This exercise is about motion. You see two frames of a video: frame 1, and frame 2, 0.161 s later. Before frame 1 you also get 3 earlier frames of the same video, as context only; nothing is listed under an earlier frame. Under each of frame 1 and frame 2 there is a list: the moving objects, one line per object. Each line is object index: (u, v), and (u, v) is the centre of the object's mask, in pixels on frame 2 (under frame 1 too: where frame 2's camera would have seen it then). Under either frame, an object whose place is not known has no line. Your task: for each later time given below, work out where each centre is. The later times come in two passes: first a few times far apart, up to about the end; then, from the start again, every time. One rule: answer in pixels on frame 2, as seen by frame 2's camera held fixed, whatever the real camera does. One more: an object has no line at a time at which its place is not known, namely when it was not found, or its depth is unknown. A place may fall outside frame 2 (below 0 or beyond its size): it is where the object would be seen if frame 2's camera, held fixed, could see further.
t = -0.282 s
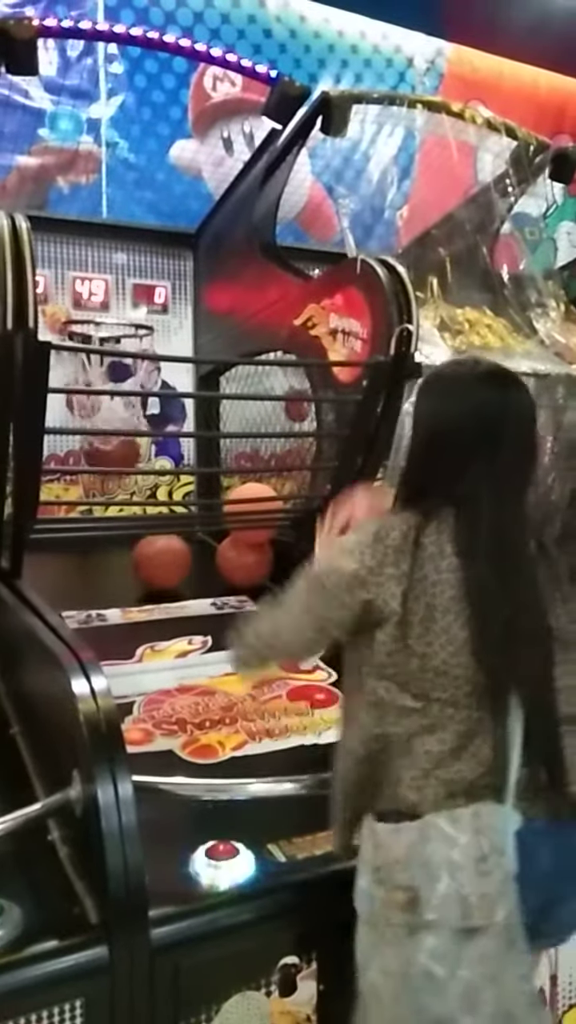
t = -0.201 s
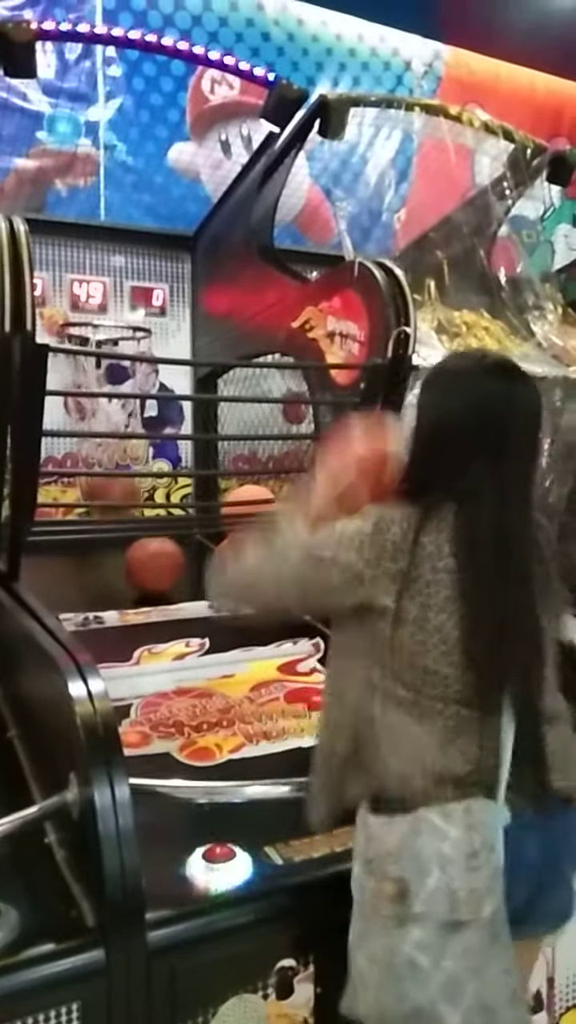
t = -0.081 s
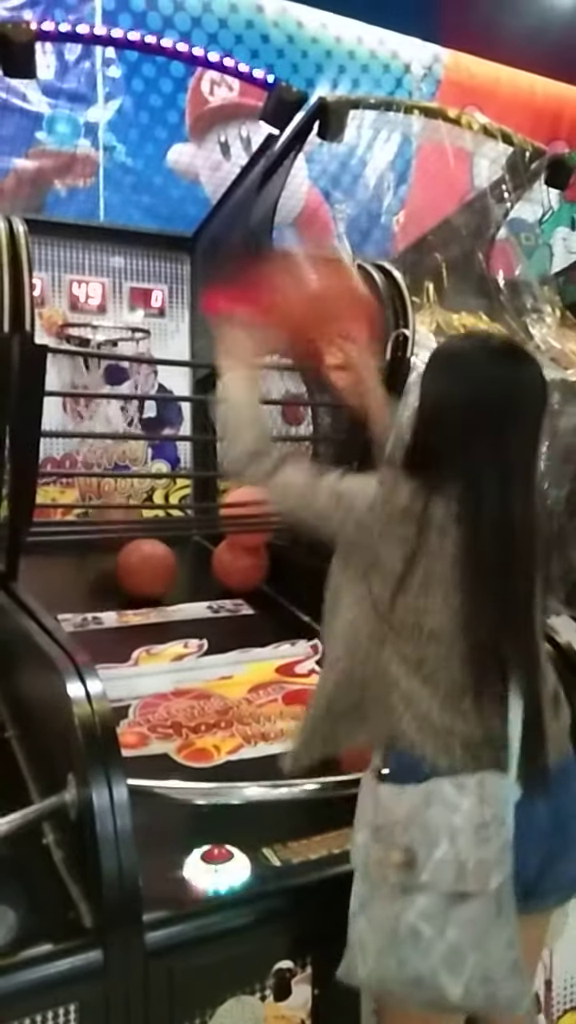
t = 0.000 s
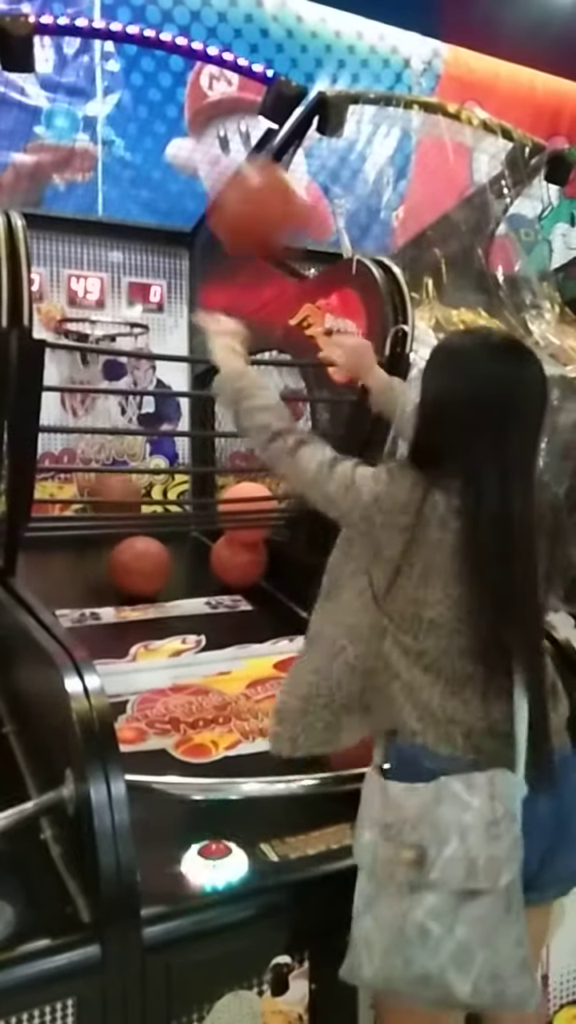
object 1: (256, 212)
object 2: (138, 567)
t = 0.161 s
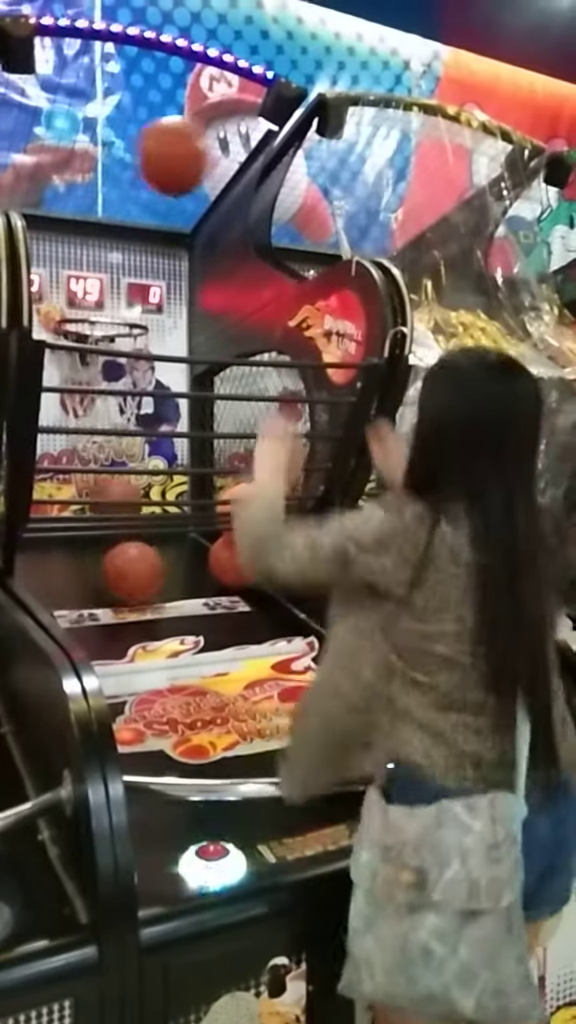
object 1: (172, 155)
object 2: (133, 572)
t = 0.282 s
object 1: (129, 177)
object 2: (130, 578)
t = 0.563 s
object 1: (67, 304)
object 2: (127, 592)
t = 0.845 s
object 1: (77, 288)
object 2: (131, 614)
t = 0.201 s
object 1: (157, 159)
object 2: (131, 575)
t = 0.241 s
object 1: (142, 166)
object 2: (130, 577)
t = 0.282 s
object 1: (129, 177)
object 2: (130, 578)
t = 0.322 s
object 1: (116, 195)
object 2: (129, 580)
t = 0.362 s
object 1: (105, 213)
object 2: (128, 582)
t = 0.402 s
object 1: (96, 232)
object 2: (127, 583)
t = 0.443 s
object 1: (86, 251)
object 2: (128, 585)
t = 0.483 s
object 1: (76, 286)
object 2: (128, 587)
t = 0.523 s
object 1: (67, 304)
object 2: (128, 589)
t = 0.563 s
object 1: (67, 304)
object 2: (127, 592)
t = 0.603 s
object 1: (71, 294)
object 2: (127, 595)
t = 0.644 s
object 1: (72, 289)
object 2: (128, 598)
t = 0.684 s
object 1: (73, 286)
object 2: (129, 602)
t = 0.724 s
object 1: (74, 287)
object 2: (129, 604)
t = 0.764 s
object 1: (74, 292)
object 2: (129, 608)
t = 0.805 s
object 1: (76, 294)
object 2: (130, 611)
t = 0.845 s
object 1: (77, 288)
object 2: (131, 614)
